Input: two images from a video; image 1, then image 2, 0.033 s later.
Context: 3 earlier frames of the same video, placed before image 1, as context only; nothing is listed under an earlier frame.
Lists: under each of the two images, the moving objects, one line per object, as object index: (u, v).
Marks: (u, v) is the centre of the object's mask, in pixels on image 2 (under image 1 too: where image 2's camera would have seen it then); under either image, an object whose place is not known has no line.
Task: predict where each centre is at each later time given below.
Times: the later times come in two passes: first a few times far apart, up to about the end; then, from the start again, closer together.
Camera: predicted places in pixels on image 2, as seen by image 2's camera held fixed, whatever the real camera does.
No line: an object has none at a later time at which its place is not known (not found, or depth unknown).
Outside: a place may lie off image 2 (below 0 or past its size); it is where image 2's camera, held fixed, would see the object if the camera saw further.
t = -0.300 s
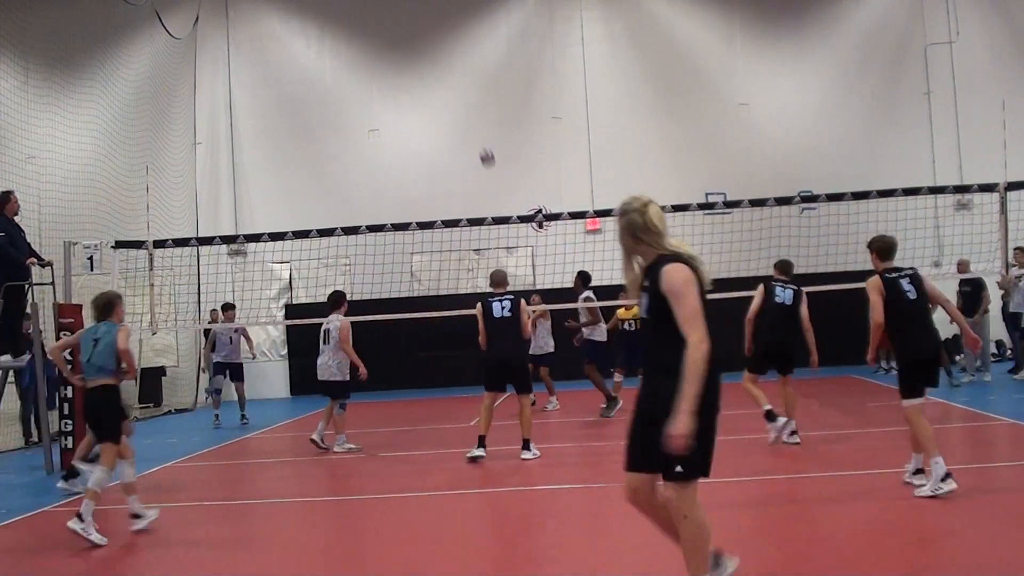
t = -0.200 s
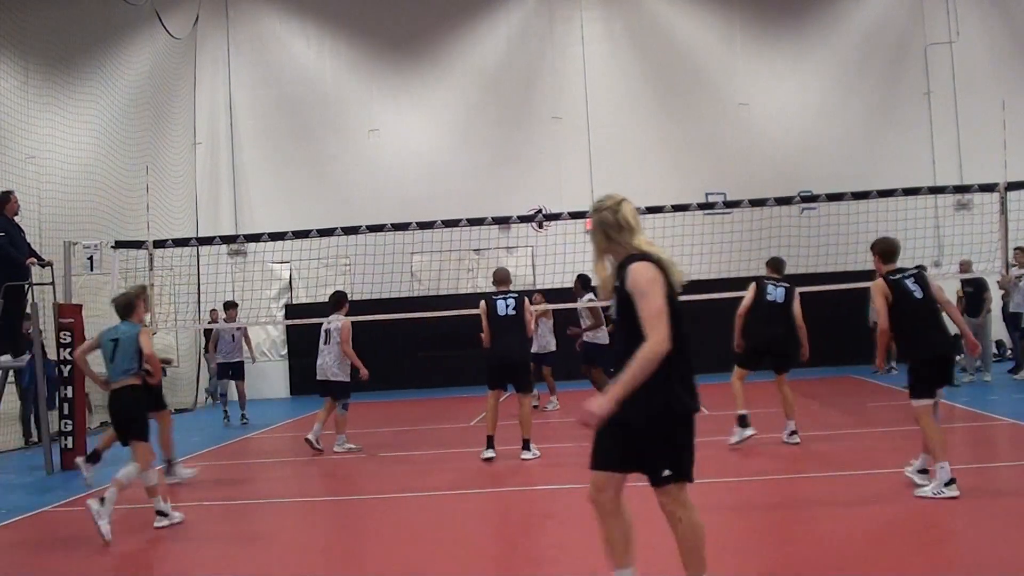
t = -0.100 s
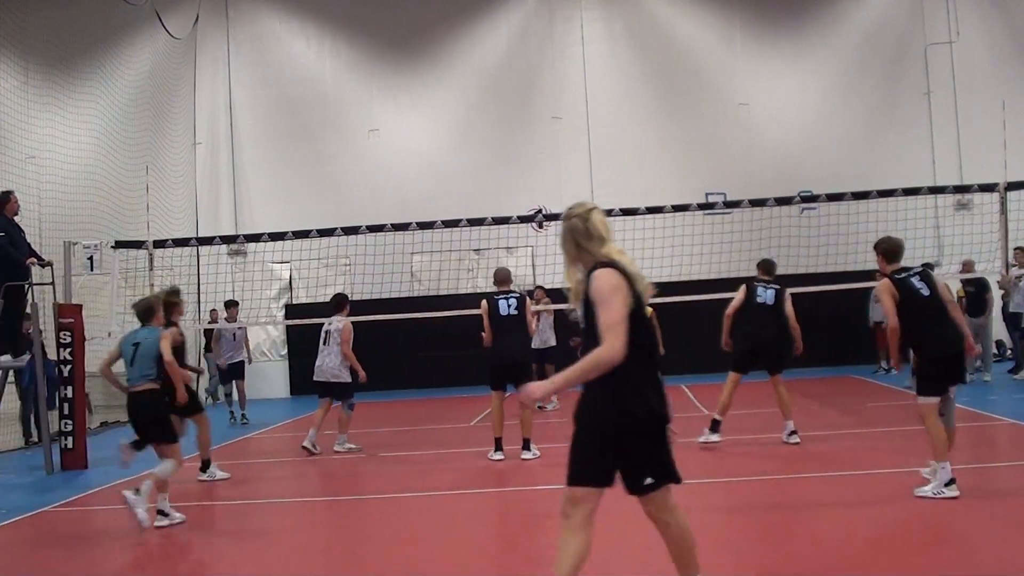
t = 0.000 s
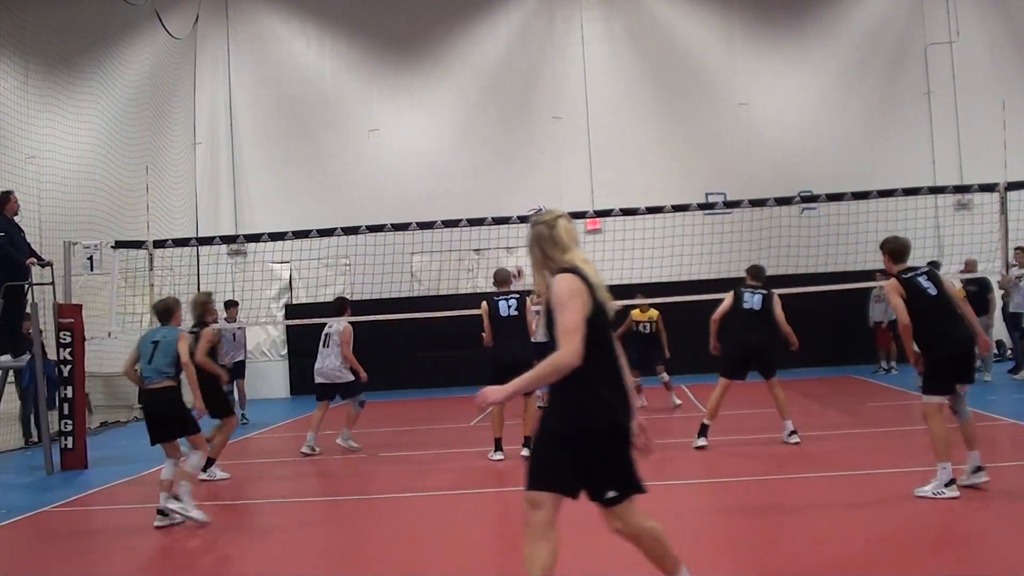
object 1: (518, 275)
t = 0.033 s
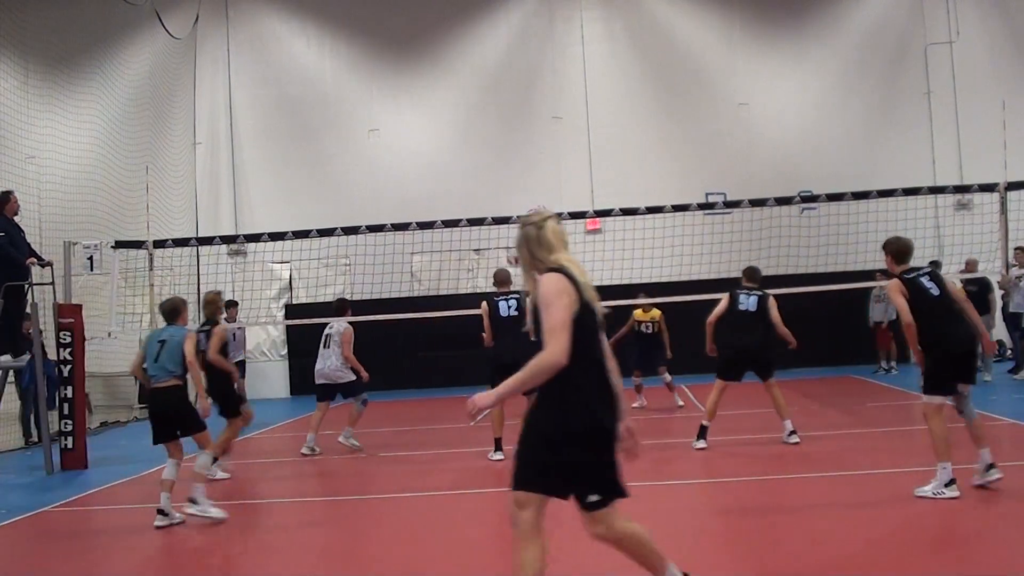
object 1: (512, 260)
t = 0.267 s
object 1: (495, 181)
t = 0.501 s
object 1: (477, 139)
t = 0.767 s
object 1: (459, 139)
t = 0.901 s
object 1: (450, 160)
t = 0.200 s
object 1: (501, 198)
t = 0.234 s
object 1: (498, 190)
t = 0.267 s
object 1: (495, 181)
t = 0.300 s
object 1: (493, 173)
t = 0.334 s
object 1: (490, 165)
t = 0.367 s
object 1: (487, 158)
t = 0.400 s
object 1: (485, 152)
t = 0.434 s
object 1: (482, 147)
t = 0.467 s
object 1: (480, 142)
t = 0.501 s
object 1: (477, 139)
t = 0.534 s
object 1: (475, 136)
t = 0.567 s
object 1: (472, 134)
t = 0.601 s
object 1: (470, 133)
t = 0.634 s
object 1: (468, 132)
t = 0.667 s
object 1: (465, 133)
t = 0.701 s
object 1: (463, 134)
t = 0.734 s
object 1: (461, 136)
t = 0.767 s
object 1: (459, 139)
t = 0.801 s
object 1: (457, 143)
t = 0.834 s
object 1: (455, 148)
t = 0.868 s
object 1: (453, 154)
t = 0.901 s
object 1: (450, 160)
